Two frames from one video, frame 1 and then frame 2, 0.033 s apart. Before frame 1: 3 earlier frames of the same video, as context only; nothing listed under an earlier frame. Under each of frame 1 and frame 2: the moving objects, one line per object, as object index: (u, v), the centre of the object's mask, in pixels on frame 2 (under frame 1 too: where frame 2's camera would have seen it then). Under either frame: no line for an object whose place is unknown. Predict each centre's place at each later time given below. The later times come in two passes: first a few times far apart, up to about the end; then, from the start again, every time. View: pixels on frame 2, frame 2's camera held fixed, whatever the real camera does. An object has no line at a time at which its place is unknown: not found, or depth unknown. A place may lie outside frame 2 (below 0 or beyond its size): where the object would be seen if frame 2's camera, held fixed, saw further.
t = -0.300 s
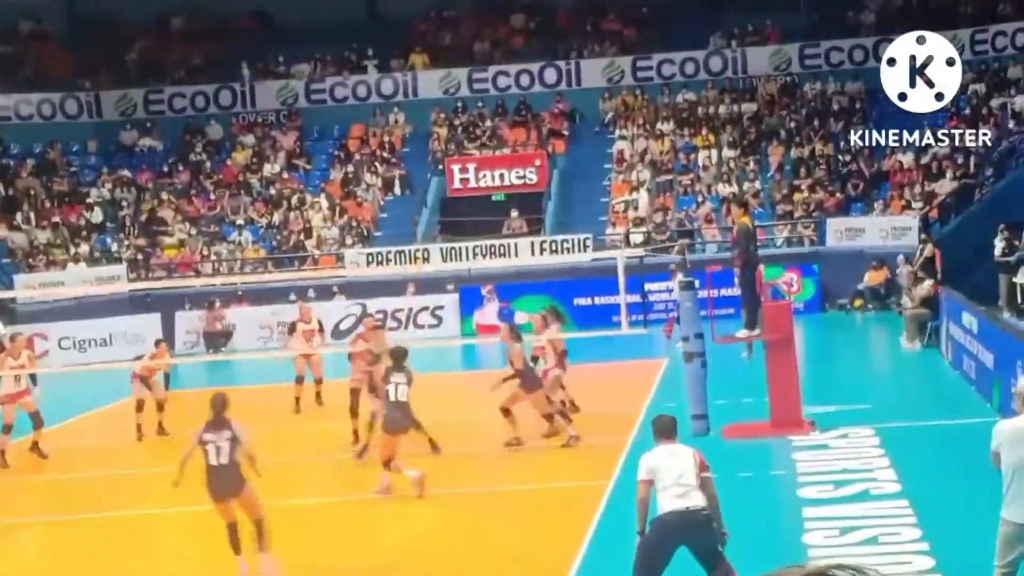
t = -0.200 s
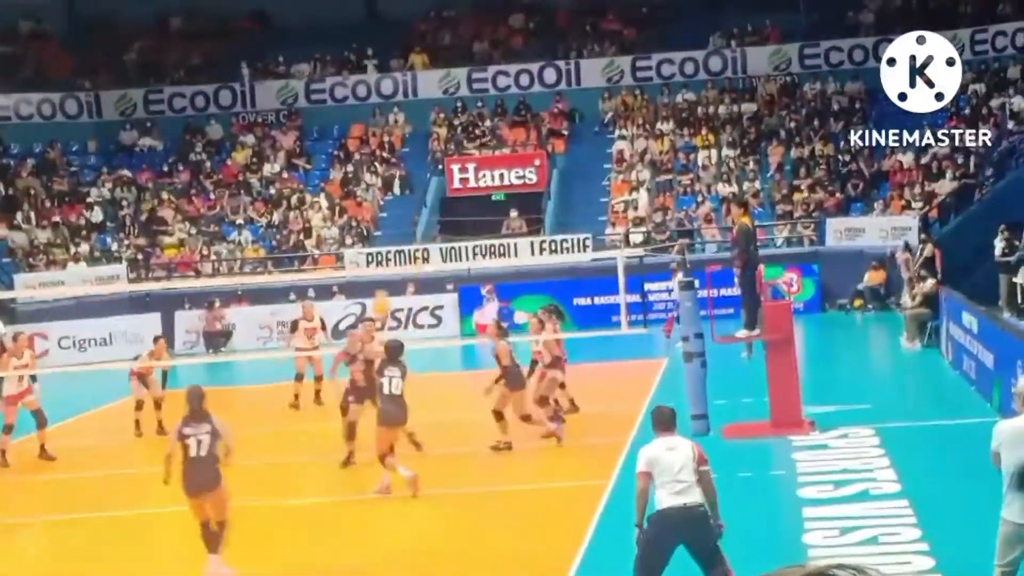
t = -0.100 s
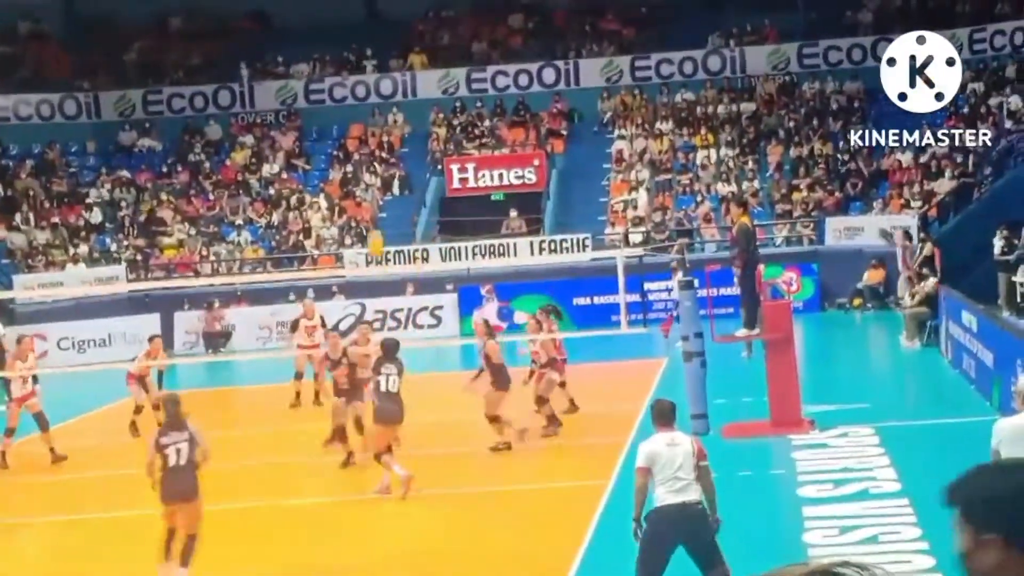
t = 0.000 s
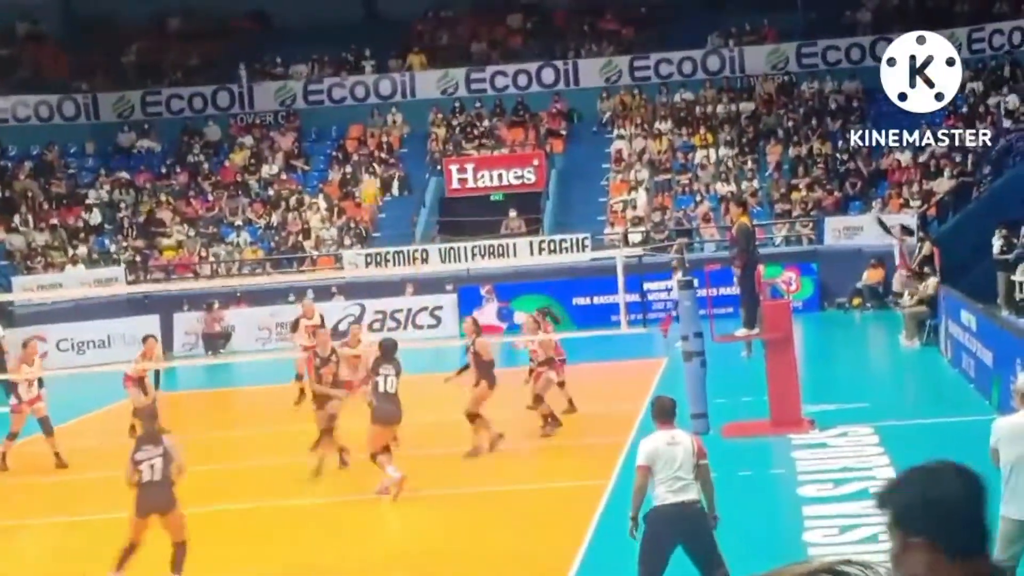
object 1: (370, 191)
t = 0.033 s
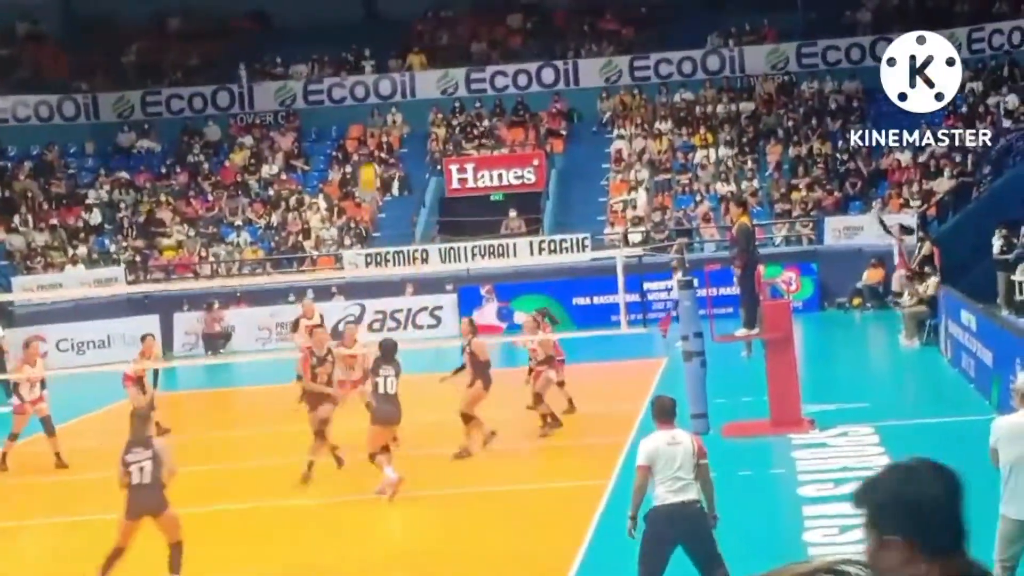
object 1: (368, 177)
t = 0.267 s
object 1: (358, 100)
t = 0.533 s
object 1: (351, 72)
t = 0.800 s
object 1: (349, 115)
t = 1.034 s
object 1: (353, 207)
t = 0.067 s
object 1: (367, 164)
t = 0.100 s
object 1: (366, 150)
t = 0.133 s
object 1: (364, 139)
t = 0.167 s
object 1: (362, 125)
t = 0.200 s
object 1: (361, 115)
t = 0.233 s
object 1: (359, 108)
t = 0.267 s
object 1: (358, 100)
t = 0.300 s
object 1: (358, 92)
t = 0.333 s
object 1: (356, 86)
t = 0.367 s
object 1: (355, 83)
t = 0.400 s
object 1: (353, 77)
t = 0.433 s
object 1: (352, 75)
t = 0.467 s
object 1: (352, 74)
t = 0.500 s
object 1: (352, 72)
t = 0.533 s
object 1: (351, 72)
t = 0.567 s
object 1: (351, 73)
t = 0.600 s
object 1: (350, 76)
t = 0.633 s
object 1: (349, 79)
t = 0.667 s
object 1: (349, 84)
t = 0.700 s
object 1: (349, 89)
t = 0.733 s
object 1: (349, 97)
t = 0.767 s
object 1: (349, 106)
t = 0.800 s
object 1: (349, 115)
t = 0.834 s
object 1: (350, 125)
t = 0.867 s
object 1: (350, 135)
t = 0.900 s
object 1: (349, 148)
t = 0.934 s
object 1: (350, 162)
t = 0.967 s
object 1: (351, 176)
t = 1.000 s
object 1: (352, 192)
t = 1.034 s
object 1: (353, 207)
